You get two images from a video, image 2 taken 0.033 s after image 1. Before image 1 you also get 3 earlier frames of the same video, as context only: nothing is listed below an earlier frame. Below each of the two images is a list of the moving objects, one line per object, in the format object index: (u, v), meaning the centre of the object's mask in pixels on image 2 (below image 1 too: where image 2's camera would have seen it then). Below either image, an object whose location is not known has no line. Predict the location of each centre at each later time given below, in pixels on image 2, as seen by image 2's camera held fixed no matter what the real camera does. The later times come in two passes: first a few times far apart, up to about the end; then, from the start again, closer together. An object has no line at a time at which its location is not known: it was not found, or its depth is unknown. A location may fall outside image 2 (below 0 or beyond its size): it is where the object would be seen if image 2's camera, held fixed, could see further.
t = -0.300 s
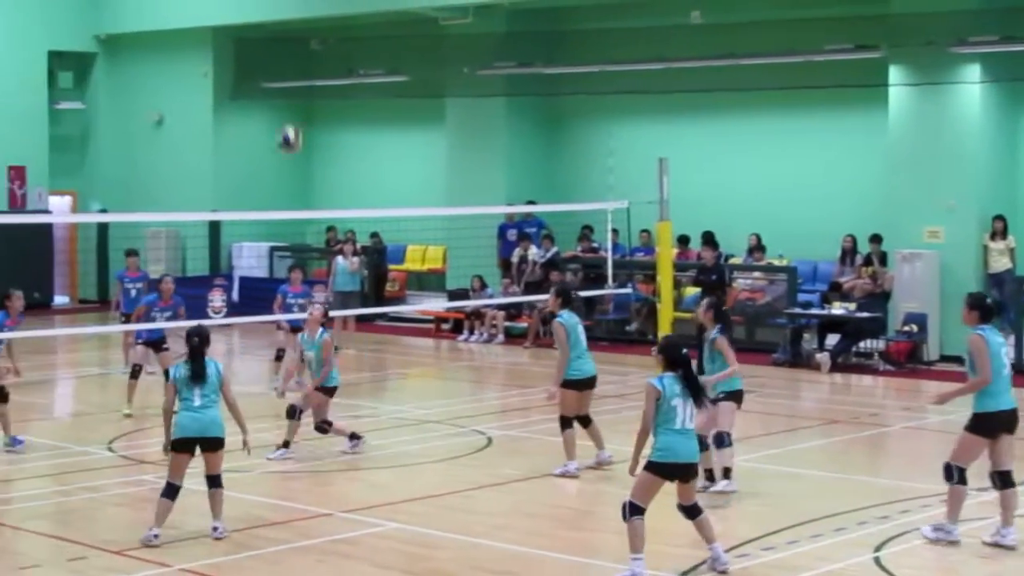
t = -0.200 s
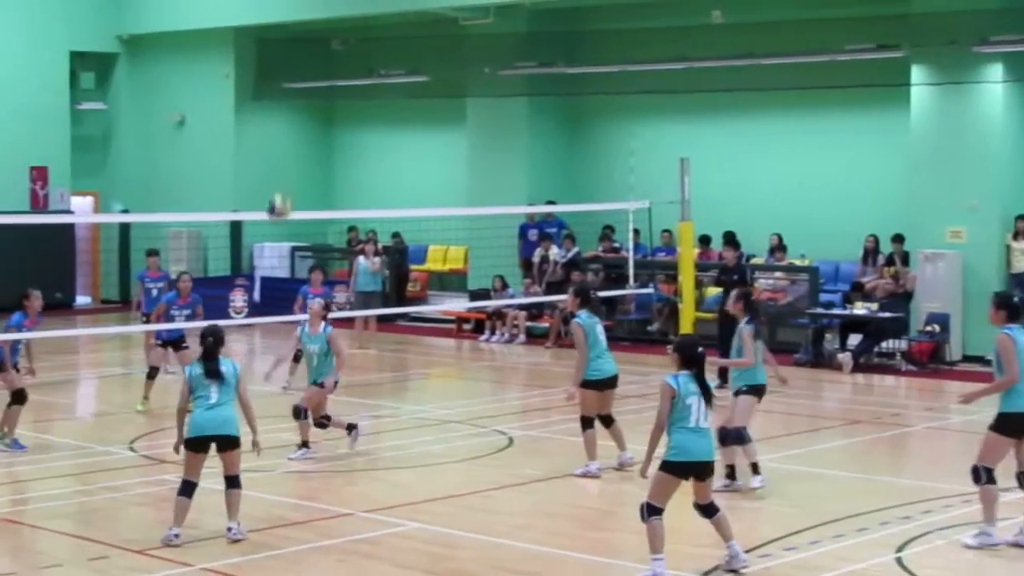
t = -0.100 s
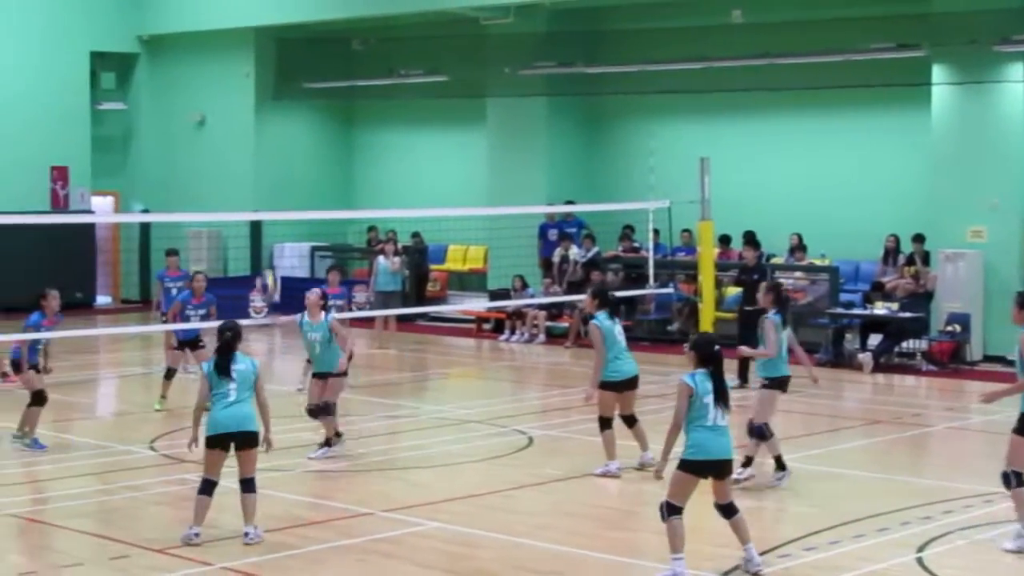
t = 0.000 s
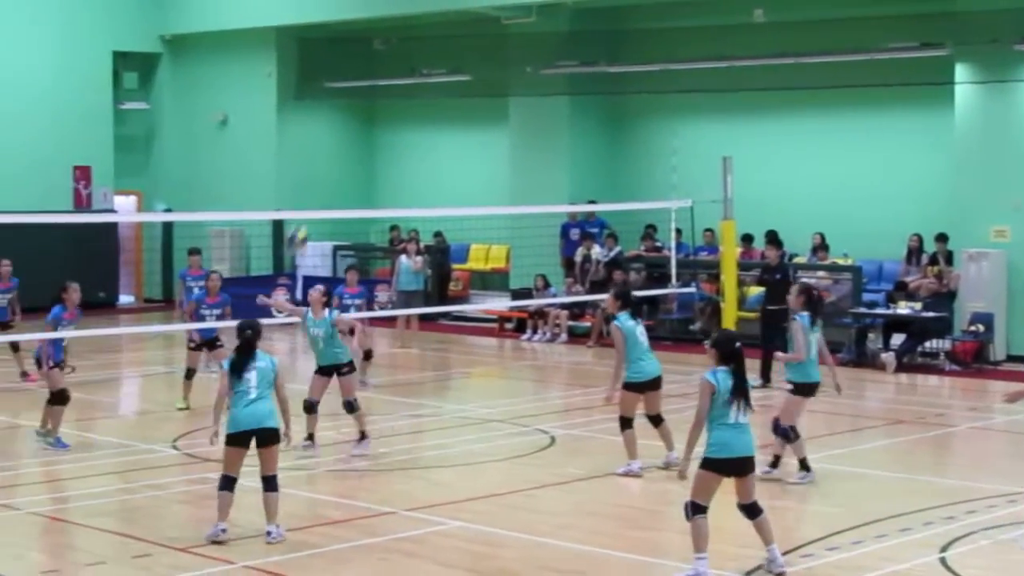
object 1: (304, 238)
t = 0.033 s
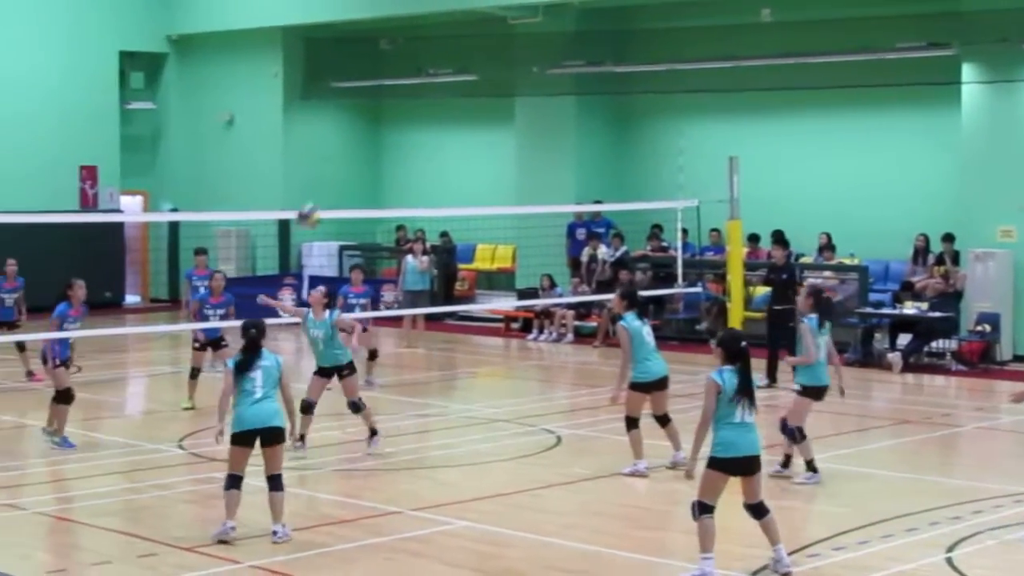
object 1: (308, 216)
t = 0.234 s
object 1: (340, 107)
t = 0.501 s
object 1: (383, 36)
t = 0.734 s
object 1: (421, 38)
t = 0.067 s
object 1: (314, 194)
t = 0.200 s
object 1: (335, 122)
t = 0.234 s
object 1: (340, 107)
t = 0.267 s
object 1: (345, 93)
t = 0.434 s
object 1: (372, 46)
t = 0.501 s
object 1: (383, 36)
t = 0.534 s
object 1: (389, 33)
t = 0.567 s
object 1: (393, 31)
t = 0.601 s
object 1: (399, 30)
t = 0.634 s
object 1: (404, 30)
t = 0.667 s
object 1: (410, 31)
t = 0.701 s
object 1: (415, 35)
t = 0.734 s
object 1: (421, 38)
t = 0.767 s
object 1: (426, 44)
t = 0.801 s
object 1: (432, 51)
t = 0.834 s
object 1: (437, 58)
